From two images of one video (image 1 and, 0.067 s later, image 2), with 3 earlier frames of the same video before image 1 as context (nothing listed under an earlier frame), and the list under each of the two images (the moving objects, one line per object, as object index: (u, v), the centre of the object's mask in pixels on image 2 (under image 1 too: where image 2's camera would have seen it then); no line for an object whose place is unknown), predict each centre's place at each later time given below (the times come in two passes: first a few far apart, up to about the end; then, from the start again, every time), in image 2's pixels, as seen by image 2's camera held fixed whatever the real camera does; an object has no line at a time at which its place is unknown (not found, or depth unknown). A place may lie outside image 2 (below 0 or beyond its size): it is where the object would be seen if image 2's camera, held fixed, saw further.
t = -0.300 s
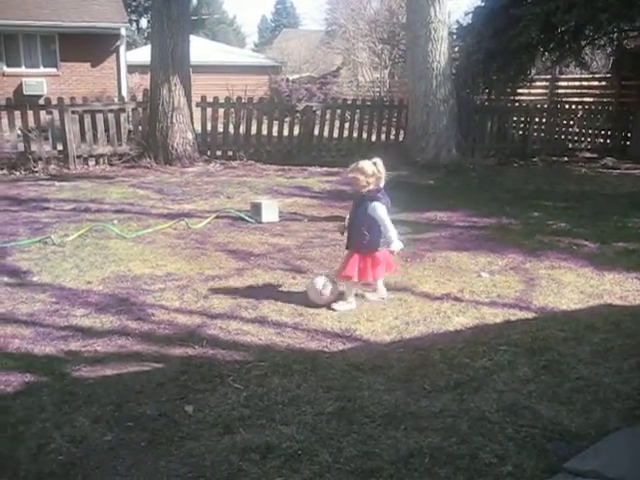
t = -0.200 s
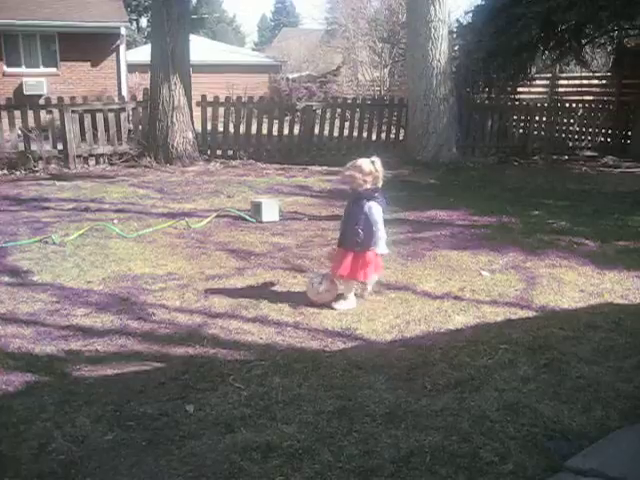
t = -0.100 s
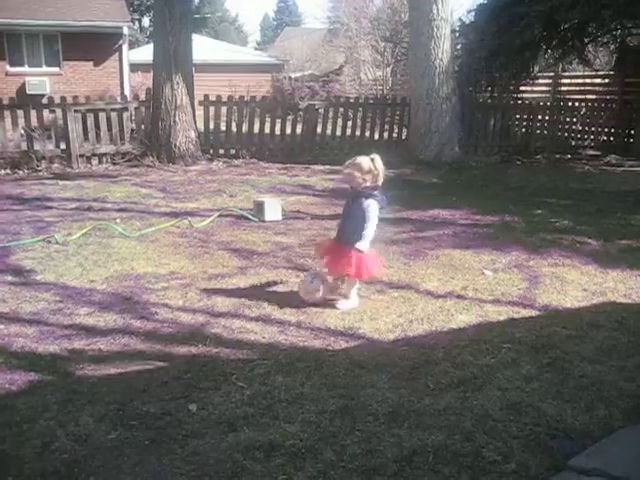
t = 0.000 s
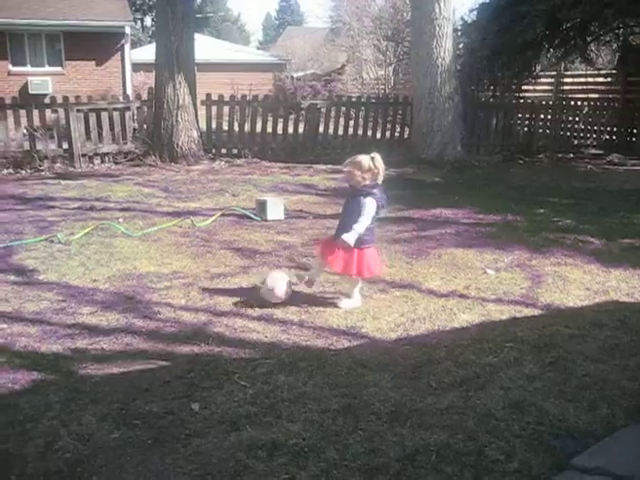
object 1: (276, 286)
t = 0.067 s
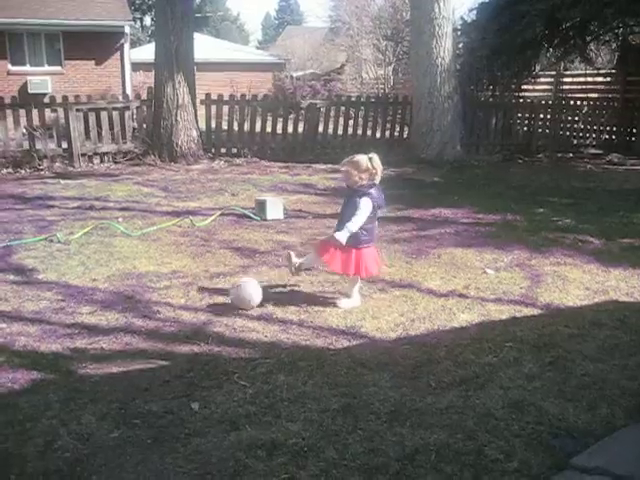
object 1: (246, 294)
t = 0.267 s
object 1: (188, 295)
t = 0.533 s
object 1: (119, 306)
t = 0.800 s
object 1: (45, 311)
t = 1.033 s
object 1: (0, 316)
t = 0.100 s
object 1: (235, 292)
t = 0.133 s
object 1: (225, 291)
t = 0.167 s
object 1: (216, 290)
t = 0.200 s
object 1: (208, 293)
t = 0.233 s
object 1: (197, 296)
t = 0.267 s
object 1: (188, 295)
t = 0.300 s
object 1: (179, 296)
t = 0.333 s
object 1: (169, 298)
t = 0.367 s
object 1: (160, 297)
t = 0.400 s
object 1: (151, 296)
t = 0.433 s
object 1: (143, 296)
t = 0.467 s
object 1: (135, 298)
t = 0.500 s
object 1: (128, 302)
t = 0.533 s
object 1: (119, 306)
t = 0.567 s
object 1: (109, 307)
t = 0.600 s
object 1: (100, 310)
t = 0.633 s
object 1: (90, 310)
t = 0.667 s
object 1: (81, 311)
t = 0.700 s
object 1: (71, 311)
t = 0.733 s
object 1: (61, 313)
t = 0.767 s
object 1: (53, 311)
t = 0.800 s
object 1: (45, 311)
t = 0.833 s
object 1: (36, 313)
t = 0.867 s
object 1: (28, 316)
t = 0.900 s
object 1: (21, 316)
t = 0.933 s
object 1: (14, 314)
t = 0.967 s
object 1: (8, 312)
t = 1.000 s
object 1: (4, 314)
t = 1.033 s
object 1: (0, 316)
